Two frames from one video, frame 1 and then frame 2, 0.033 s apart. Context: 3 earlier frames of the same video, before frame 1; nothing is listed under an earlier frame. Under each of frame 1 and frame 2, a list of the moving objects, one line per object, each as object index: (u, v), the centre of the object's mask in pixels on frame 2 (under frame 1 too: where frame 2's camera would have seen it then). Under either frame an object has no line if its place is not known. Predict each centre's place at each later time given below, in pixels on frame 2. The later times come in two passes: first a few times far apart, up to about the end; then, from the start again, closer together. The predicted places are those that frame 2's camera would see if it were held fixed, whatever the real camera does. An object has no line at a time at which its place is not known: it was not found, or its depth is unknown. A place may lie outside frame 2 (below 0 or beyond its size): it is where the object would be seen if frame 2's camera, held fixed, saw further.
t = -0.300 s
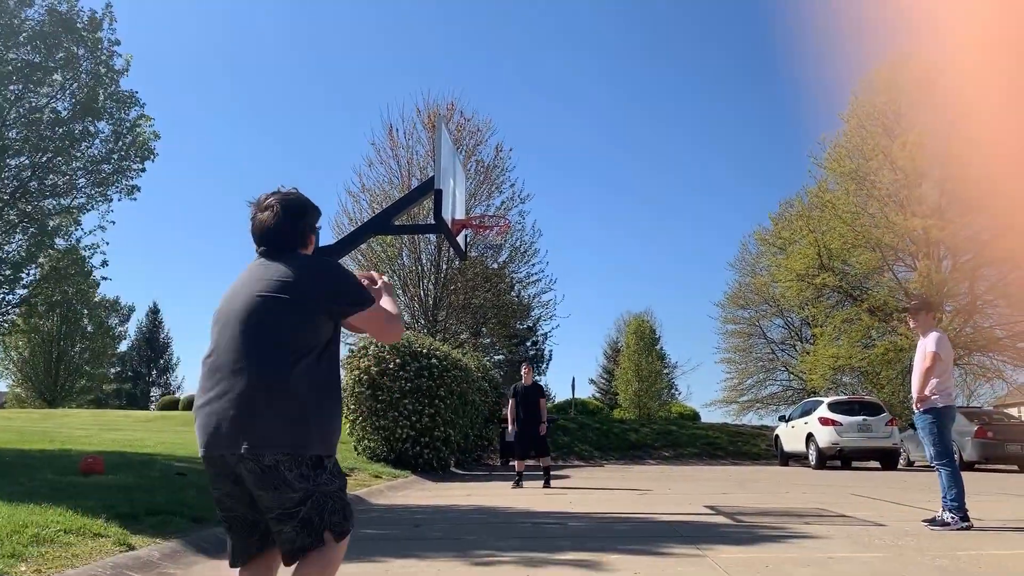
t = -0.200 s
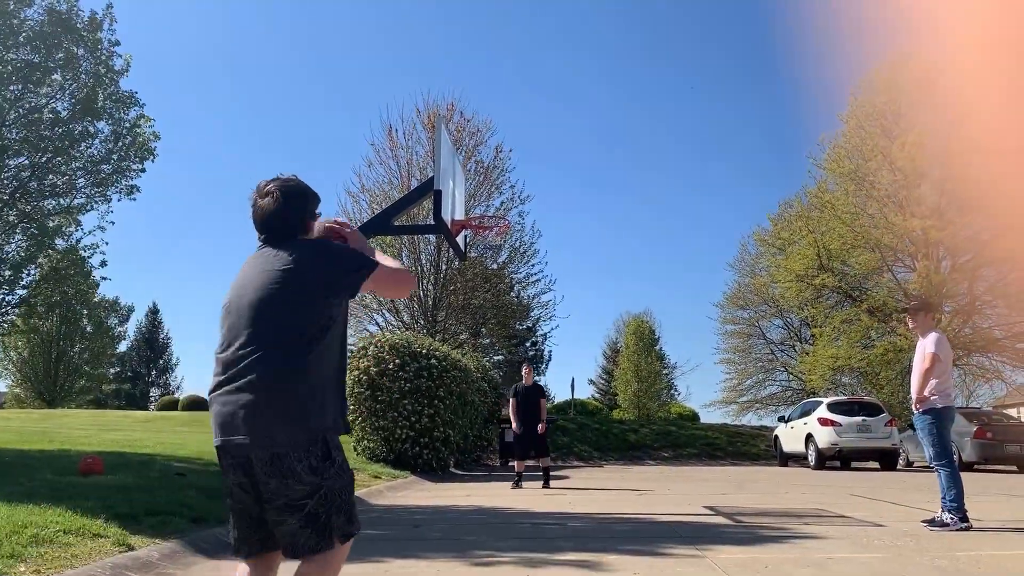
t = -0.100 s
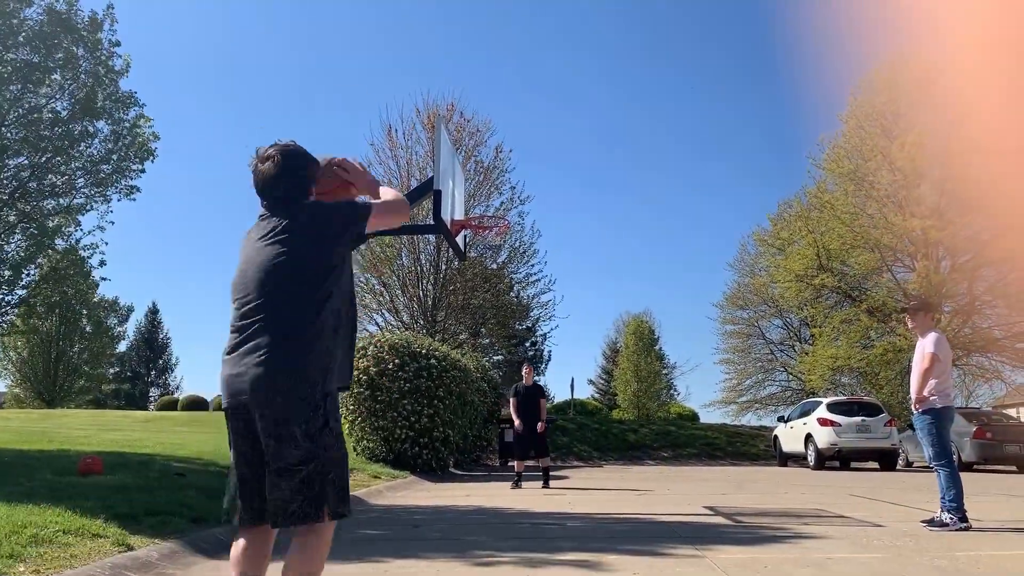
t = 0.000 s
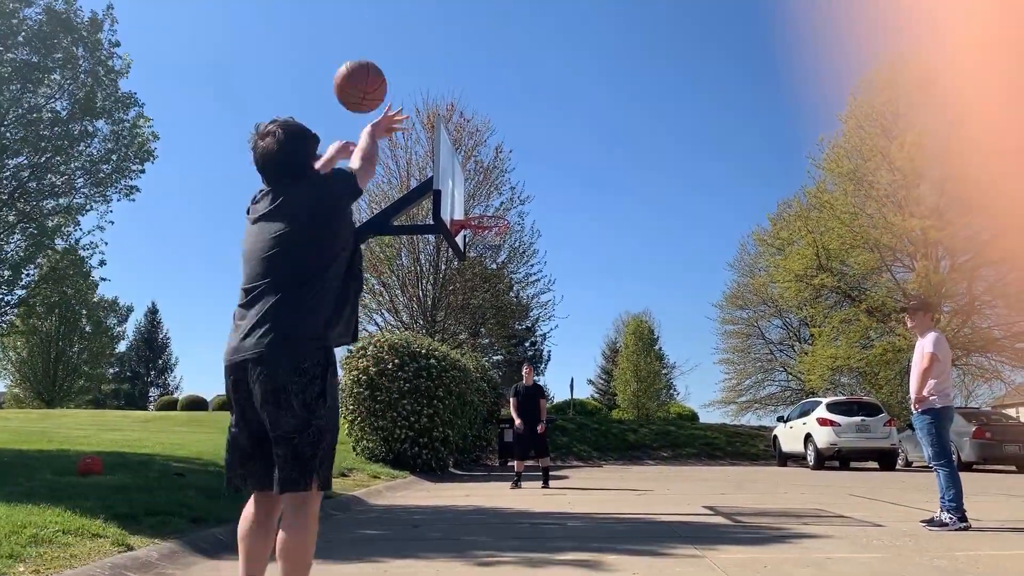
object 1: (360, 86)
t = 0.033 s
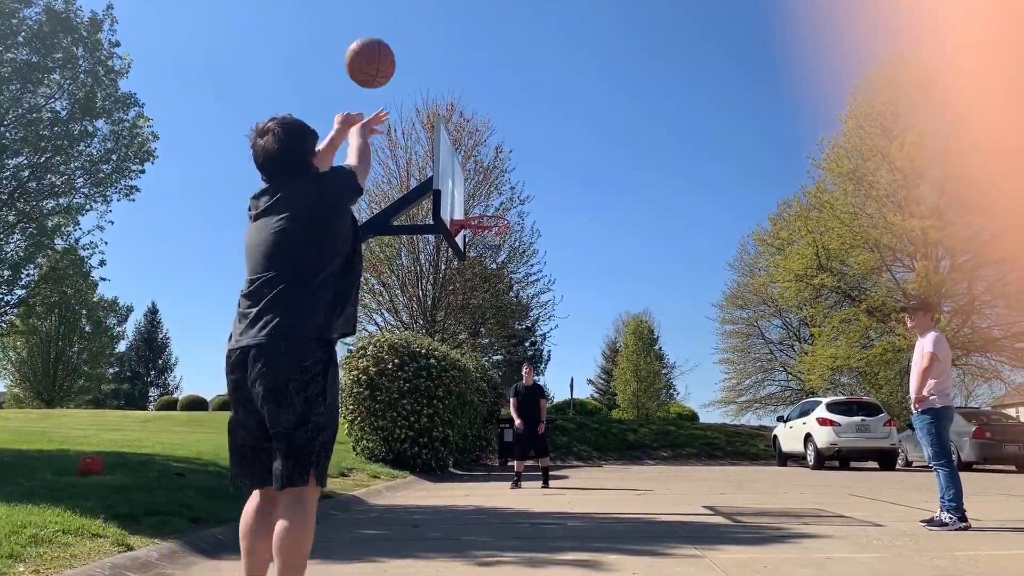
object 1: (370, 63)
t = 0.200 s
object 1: (408, 10)
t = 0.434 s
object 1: (438, 10)
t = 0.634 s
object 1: (455, 51)
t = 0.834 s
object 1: (468, 124)
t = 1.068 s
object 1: (481, 229)
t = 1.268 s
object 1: (524, 262)
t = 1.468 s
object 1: (564, 314)
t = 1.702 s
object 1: (614, 426)
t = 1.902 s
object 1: (648, 450)
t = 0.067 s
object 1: (379, 43)
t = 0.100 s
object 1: (387, 28)
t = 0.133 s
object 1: (394, 18)
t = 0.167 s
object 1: (401, 13)
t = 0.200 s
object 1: (408, 10)
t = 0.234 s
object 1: (413, 7)
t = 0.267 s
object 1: (418, 6)
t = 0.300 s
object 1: (423, 6)
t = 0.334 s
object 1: (427, 6)
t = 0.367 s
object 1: (431, 7)
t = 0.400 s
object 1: (435, 8)
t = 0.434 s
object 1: (438, 10)
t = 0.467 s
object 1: (441, 13)
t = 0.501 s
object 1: (444, 17)
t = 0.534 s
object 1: (447, 24)
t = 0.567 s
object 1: (450, 32)
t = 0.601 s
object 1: (453, 42)
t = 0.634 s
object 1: (455, 51)
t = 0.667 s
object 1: (458, 62)
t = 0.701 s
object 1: (460, 73)
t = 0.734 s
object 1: (462, 85)
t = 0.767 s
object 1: (465, 98)
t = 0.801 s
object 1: (466, 111)
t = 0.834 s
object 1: (468, 124)
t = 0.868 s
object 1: (470, 139)
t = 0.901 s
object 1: (471, 153)
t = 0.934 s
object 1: (474, 168)
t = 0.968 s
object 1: (475, 183)
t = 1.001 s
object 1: (476, 199)
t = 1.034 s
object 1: (477, 211)
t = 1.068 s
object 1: (481, 229)
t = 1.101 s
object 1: (489, 239)
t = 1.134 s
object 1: (497, 247)
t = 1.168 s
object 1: (504, 248)
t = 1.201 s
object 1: (510, 252)
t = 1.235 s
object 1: (517, 256)
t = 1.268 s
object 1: (524, 262)
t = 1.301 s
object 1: (530, 267)
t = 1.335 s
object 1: (537, 274)
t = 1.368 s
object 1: (544, 283)
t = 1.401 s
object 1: (551, 292)
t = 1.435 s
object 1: (557, 302)
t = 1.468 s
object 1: (564, 314)
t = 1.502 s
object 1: (571, 326)
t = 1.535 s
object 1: (578, 340)
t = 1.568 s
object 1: (585, 355)
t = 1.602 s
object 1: (592, 370)
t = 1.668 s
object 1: (606, 406)
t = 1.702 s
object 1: (614, 426)
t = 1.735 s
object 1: (622, 446)
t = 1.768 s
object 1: (630, 468)
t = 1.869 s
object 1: (645, 467)
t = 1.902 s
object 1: (648, 450)
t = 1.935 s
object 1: (652, 434)
